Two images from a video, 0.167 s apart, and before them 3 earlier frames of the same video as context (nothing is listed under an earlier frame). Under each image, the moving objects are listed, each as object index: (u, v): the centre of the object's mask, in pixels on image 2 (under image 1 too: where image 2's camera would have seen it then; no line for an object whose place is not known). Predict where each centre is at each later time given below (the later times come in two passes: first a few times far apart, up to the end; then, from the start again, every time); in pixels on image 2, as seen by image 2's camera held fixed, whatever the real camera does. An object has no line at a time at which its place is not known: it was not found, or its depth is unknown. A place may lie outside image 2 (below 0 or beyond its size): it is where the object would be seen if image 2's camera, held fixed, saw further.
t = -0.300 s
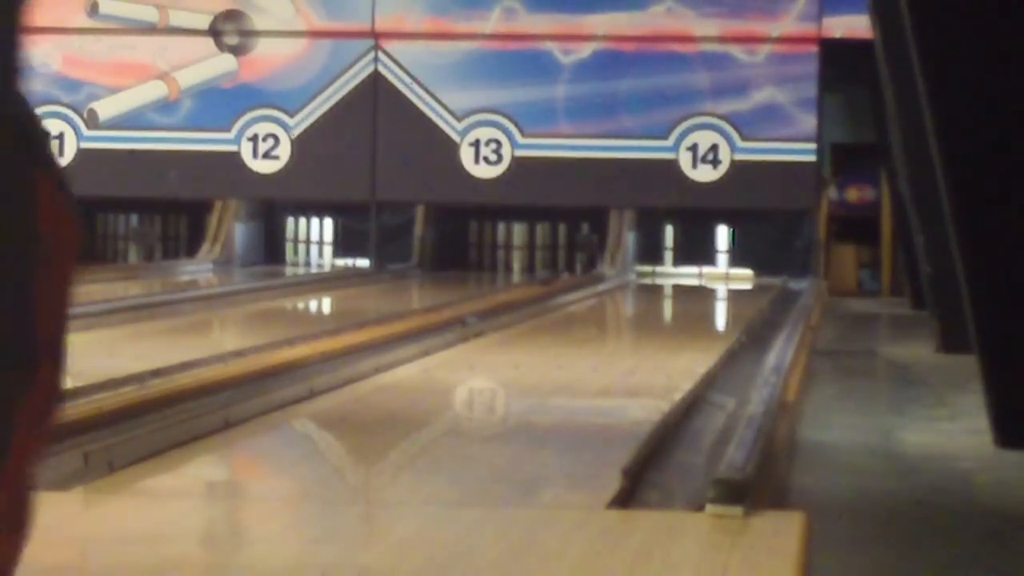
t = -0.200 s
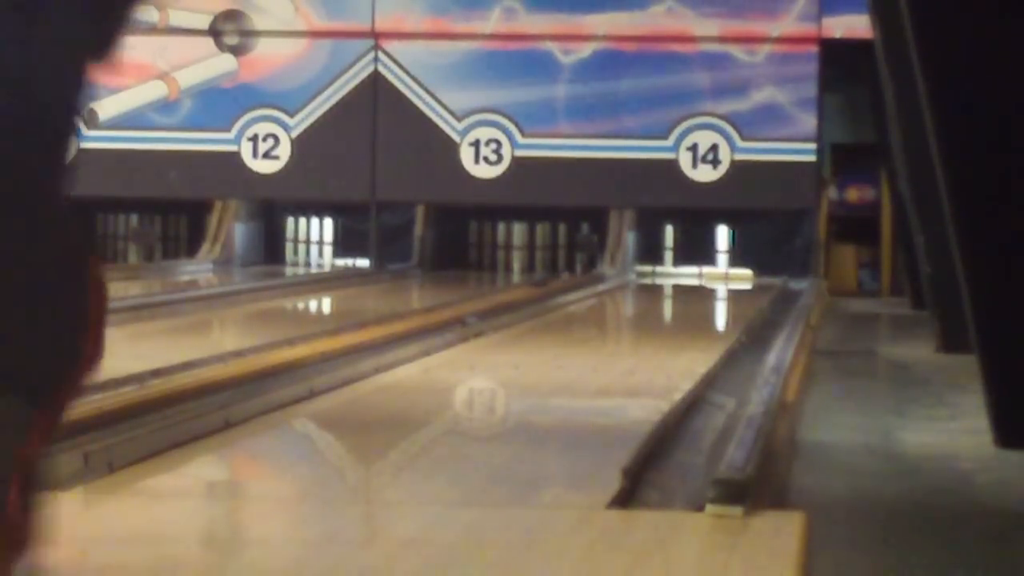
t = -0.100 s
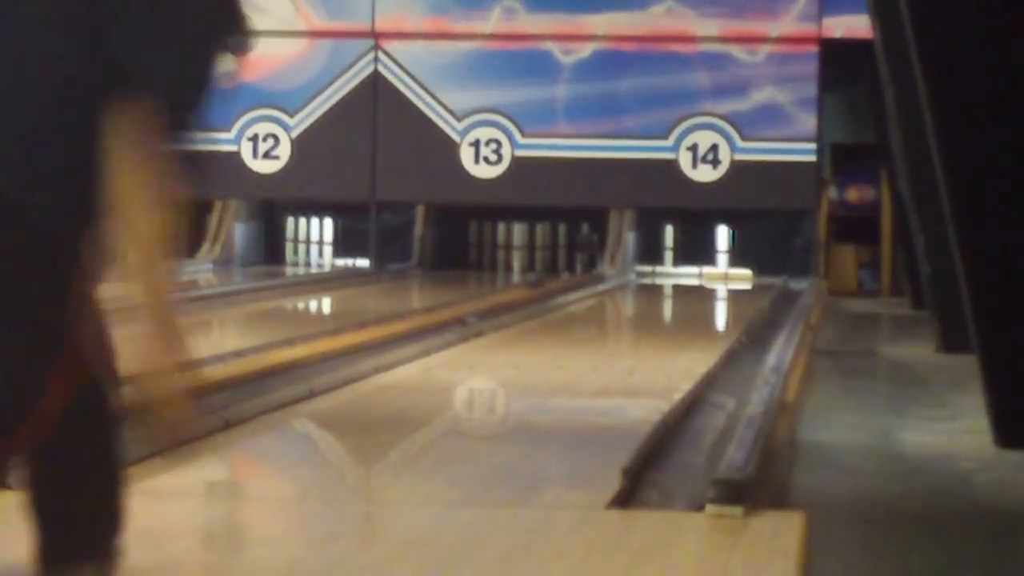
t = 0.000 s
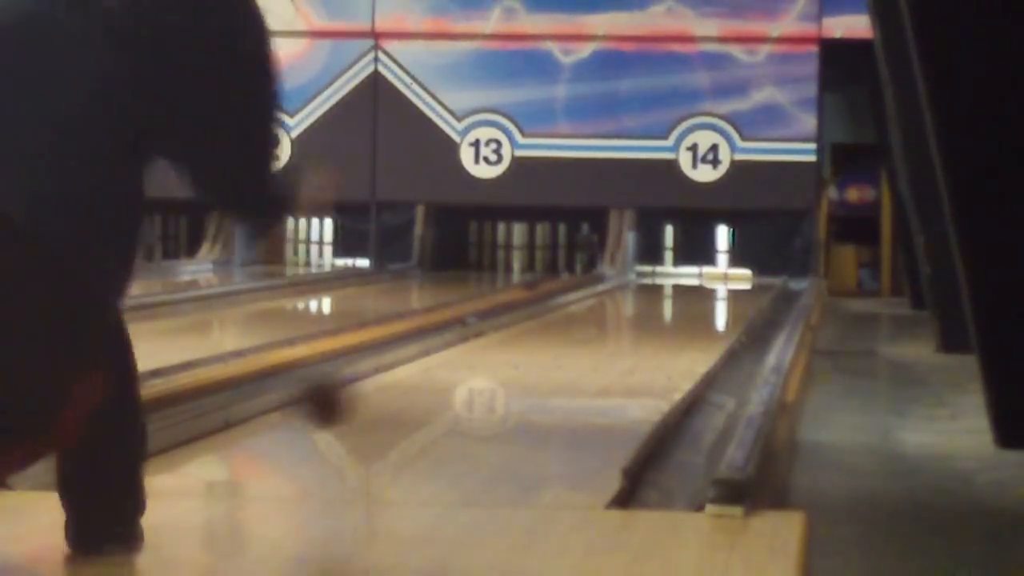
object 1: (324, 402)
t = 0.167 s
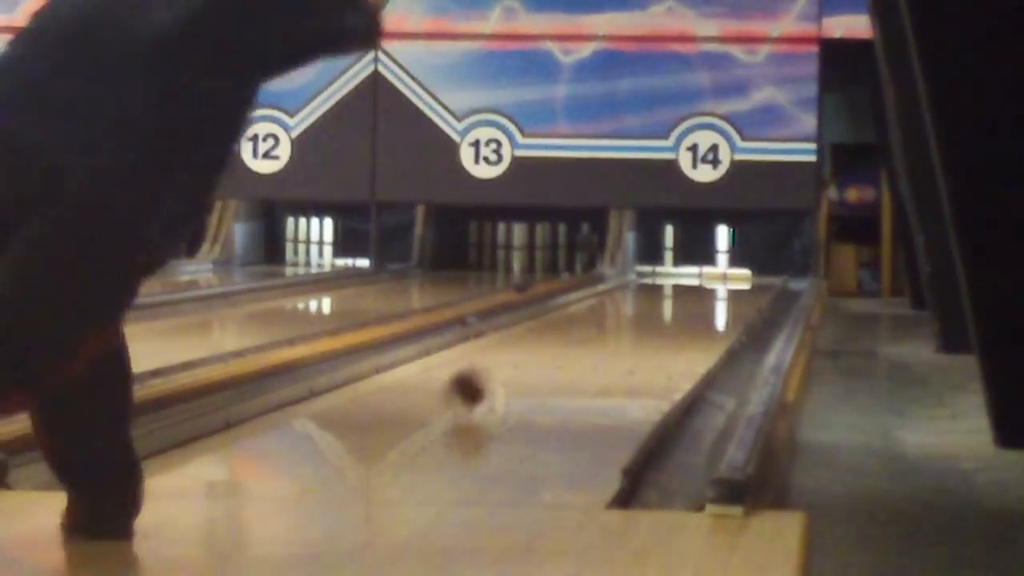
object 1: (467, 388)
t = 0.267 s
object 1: (519, 359)
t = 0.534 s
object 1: (604, 319)
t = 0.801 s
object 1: (650, 297)
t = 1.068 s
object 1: (678, 281)
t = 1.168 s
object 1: (686, 276)
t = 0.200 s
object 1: (487, 373)
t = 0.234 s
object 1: (504, 365)
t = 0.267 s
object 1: (519, 359)
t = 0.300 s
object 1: (533, 357)
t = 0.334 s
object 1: (547, 351)
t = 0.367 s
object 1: (559, 346)
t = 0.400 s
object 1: (568, 340)
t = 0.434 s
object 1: (579, 335)
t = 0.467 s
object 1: (589, 328)
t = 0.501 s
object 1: (595, 321)
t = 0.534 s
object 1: (604, 319)
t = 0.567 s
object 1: (610, 316)
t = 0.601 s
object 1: (617, 312)
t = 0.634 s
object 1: (624, 309)
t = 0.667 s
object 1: (630, 305)
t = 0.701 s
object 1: (635, 304)
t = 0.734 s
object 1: (640, 301)
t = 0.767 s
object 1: (646, 299)
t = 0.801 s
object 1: (650, 297)
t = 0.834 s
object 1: (653, 297)
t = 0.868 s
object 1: (659, 290)
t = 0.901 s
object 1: (663, 290)
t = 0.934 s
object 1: (665, 285)
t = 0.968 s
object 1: (670, 284)
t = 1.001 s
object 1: (672, 282)
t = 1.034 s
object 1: (675, 282)
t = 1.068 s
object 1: (678, 281)
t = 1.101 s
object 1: (681, 280)
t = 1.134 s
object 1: (683, 277)
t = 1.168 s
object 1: (686, 276)
